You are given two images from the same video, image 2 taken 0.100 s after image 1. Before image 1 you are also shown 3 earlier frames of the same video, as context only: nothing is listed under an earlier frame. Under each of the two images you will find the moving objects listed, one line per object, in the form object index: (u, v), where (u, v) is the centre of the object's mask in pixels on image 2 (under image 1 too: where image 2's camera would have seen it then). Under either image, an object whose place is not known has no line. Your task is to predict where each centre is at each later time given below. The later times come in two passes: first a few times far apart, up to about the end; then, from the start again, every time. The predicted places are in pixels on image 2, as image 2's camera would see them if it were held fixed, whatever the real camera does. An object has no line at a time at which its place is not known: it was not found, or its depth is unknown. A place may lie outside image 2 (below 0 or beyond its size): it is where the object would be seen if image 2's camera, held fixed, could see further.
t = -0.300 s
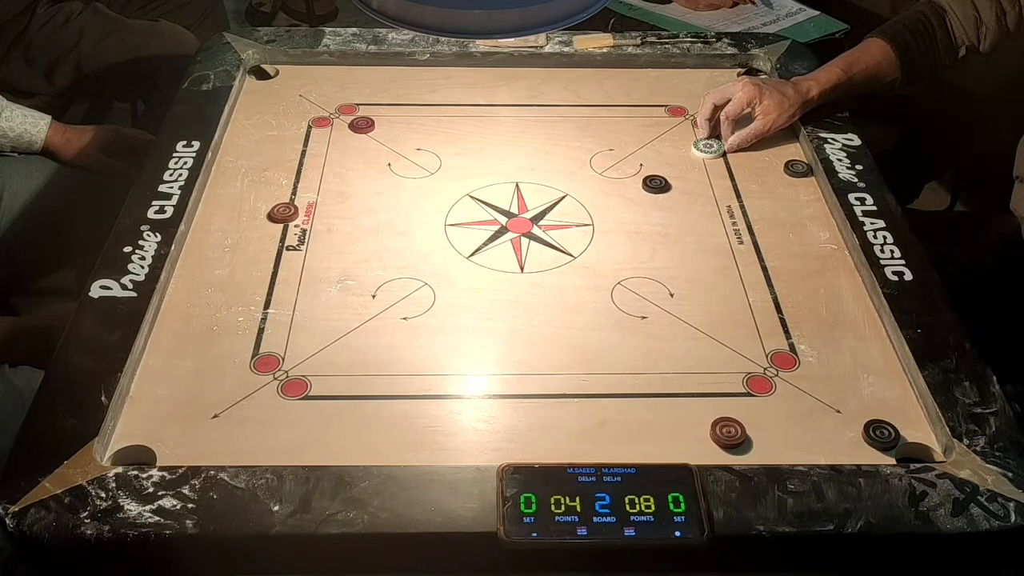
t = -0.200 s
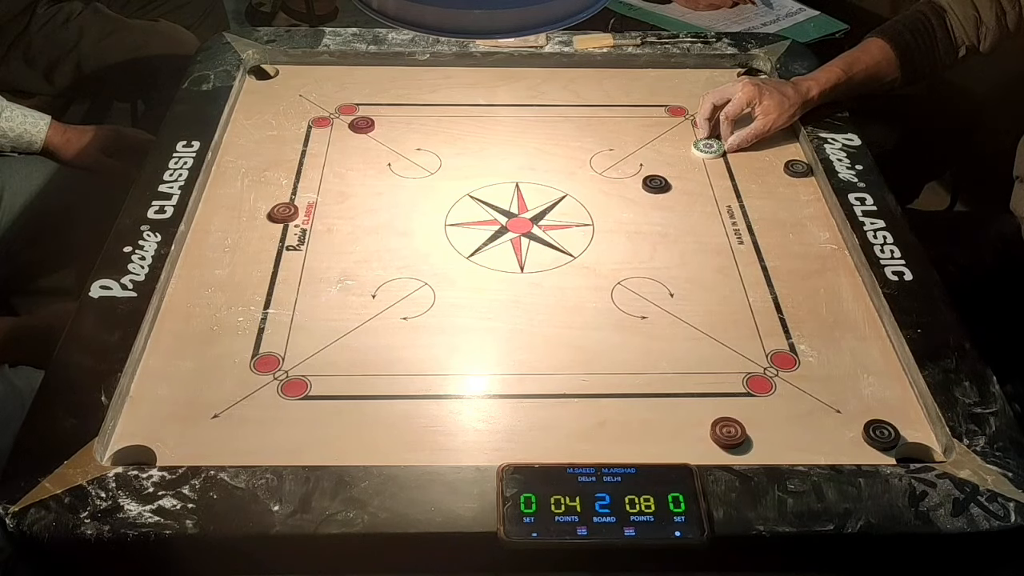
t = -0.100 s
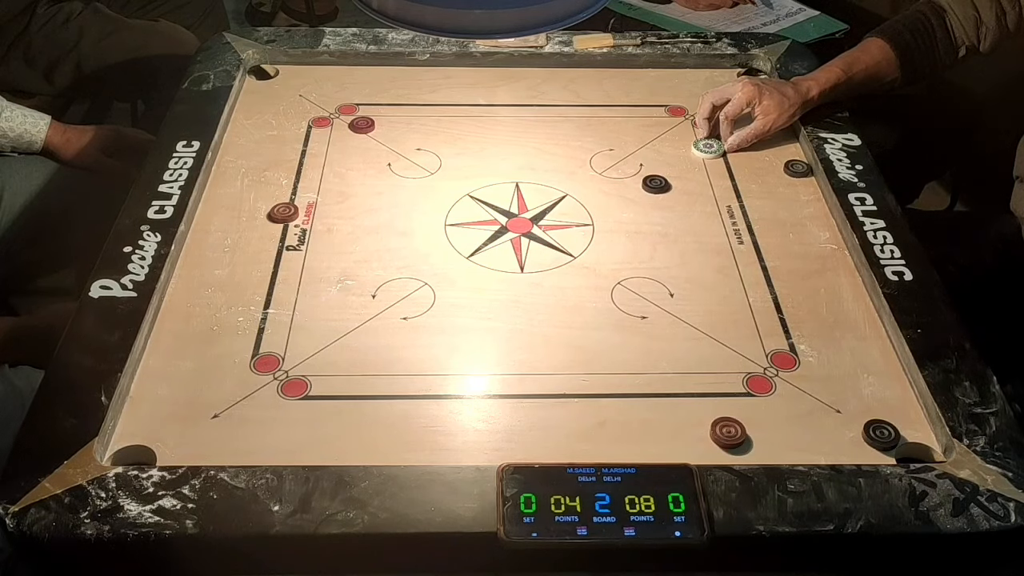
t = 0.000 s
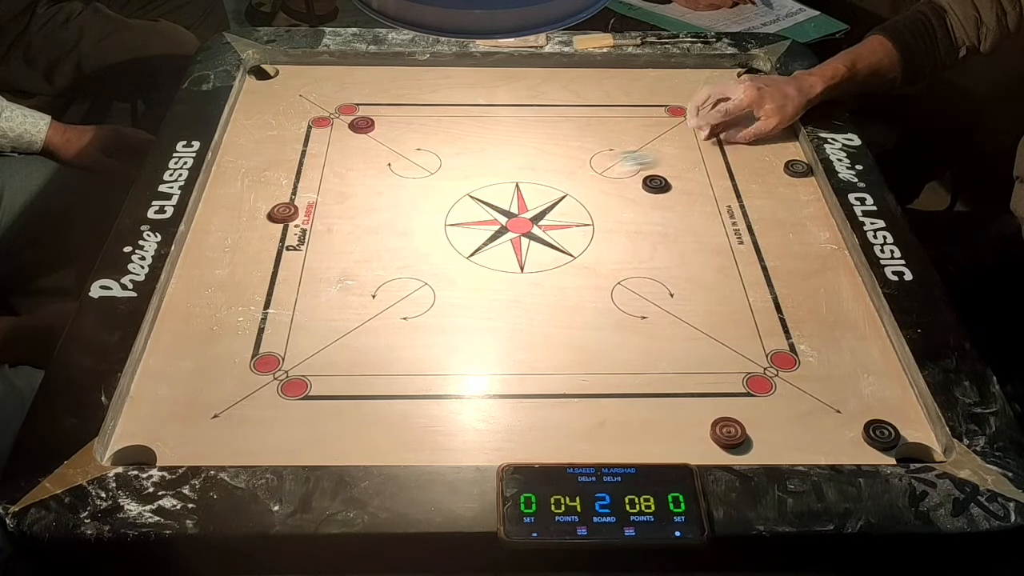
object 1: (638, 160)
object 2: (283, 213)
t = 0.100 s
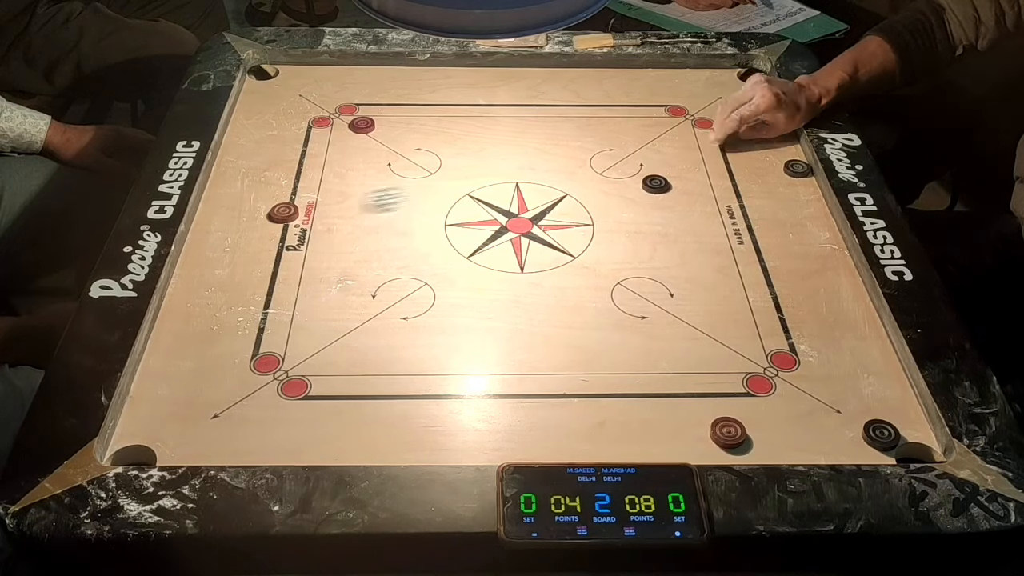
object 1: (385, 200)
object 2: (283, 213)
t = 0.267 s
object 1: (330, 239)
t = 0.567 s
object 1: (455, 277)
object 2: (771, 330)
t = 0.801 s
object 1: (497, 289)
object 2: (805, 377)
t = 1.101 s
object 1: (497, 289)
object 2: (762, 413)
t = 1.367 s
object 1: (497, 290)
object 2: (762, 413)
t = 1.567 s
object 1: (497, 289)
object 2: (762, 413)
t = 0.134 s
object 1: (306, 212)
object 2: (256, 215)
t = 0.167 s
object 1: (274, 221)
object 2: (224, 225)
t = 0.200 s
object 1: (293, 228)
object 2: (232, 222)
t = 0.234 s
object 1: (313, 233)
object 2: (282, 226)
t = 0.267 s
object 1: (330, 239)
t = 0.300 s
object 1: (347, 244)
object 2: (383, 252)
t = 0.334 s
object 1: (364, 250)
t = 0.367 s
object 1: (379, 255)
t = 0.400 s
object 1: (394, 259)
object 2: (532, 281)
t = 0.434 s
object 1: (408, 263)
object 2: (578, 288)
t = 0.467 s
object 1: (421, 267)
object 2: (627, 298)
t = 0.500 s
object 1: (434, 271)
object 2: (675, 305)
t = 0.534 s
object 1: (445, 274)
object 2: (722, 311)
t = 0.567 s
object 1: (455, 277)
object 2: (771, 330)
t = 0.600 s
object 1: (464, 280)
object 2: (817, 343)
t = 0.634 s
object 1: (472, 282)
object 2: (866, 343)
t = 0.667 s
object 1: (484, 286)
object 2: (864, 351)
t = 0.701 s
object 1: (489, 287)
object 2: (851, 351)
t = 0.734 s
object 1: (493, 288)
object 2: (836, 360)
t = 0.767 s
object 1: (497, 289)
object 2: (818, 364)
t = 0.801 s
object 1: (497, 289)
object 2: (805, 377)
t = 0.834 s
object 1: (497, 290)
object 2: (793, 389)
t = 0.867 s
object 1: (497, 290)
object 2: (789, 386)
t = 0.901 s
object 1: (497, 289)
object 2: (784, 392)
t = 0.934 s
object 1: (497, 289)
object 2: (775, 403)
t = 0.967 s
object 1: (497, 289)
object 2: (773, 402)
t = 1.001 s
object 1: (497, 289)
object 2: (769, 405)
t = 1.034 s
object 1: (497, 289)
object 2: (765, 411)
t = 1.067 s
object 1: (497, 289)
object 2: (763, 412)
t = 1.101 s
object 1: (497, 289)
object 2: (762, 413)
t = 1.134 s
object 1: (497, 289)
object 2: (762, 413)
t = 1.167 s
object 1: (497, 290)
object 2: (762, 413)
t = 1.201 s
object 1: (497, 289)
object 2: (762, 413)
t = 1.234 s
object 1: (497, 289)
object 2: (762, 413)
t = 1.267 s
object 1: (497, 290)
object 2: (762, 413)
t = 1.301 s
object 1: (497, 289)
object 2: (762, 413)
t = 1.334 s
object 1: (497, 289)
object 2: (762, 413)
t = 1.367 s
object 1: (497, 290)
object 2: (762, 413)
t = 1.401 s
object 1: (497, 289)
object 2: (762, 413)
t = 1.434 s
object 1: (497, 289)
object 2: (762, 413)
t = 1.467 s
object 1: (497, 289)
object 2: (763, 414)
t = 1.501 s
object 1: (497, 289)
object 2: (762, 413)
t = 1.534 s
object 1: (497, 289)
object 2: (762, 413)
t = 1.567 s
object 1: (497, 289)
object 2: (762, 413)
